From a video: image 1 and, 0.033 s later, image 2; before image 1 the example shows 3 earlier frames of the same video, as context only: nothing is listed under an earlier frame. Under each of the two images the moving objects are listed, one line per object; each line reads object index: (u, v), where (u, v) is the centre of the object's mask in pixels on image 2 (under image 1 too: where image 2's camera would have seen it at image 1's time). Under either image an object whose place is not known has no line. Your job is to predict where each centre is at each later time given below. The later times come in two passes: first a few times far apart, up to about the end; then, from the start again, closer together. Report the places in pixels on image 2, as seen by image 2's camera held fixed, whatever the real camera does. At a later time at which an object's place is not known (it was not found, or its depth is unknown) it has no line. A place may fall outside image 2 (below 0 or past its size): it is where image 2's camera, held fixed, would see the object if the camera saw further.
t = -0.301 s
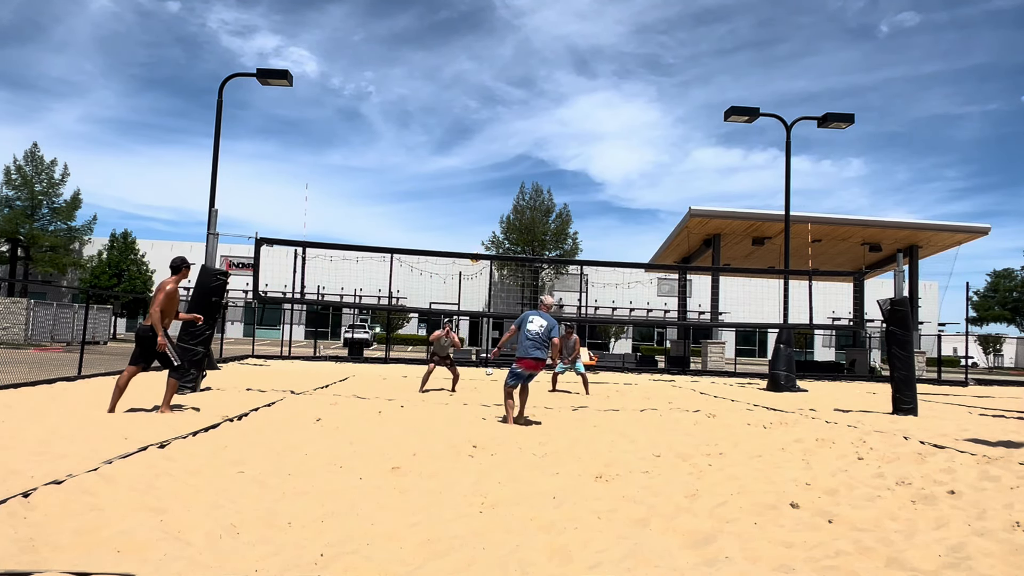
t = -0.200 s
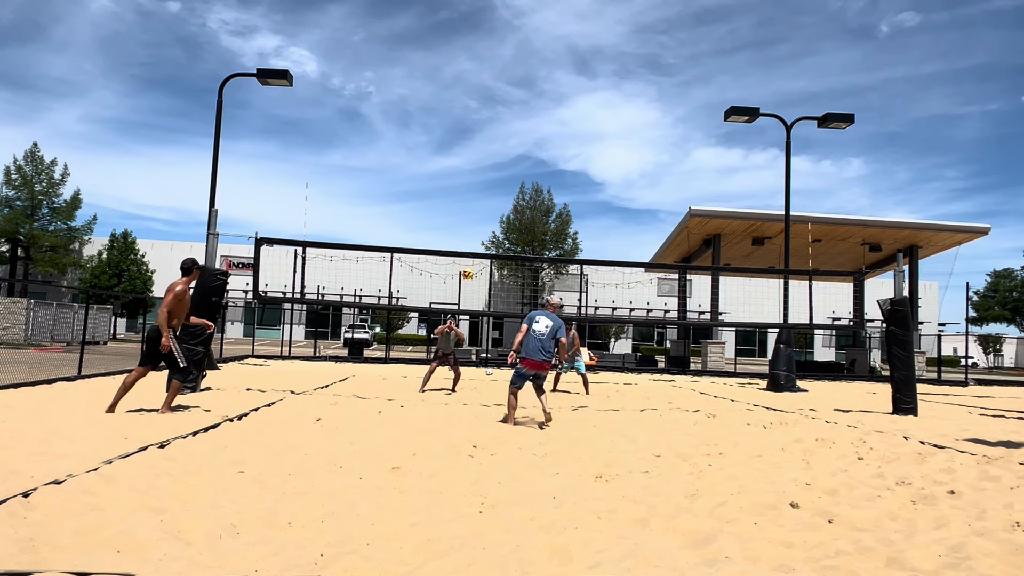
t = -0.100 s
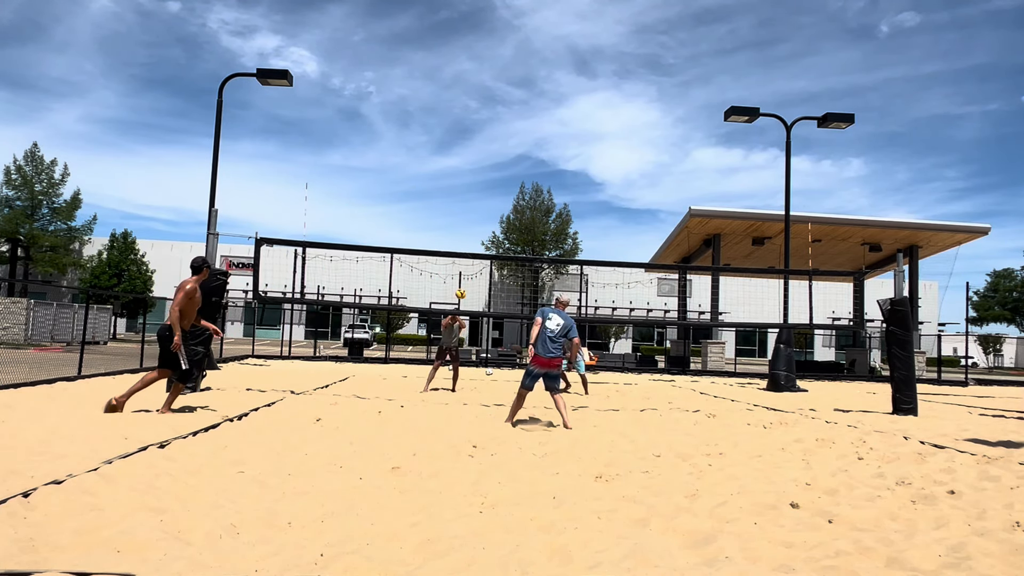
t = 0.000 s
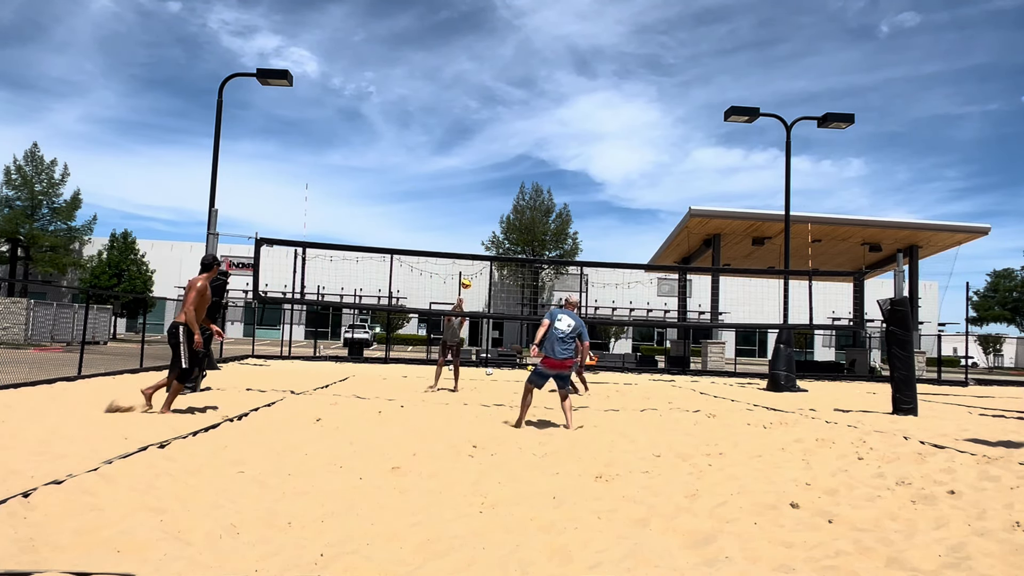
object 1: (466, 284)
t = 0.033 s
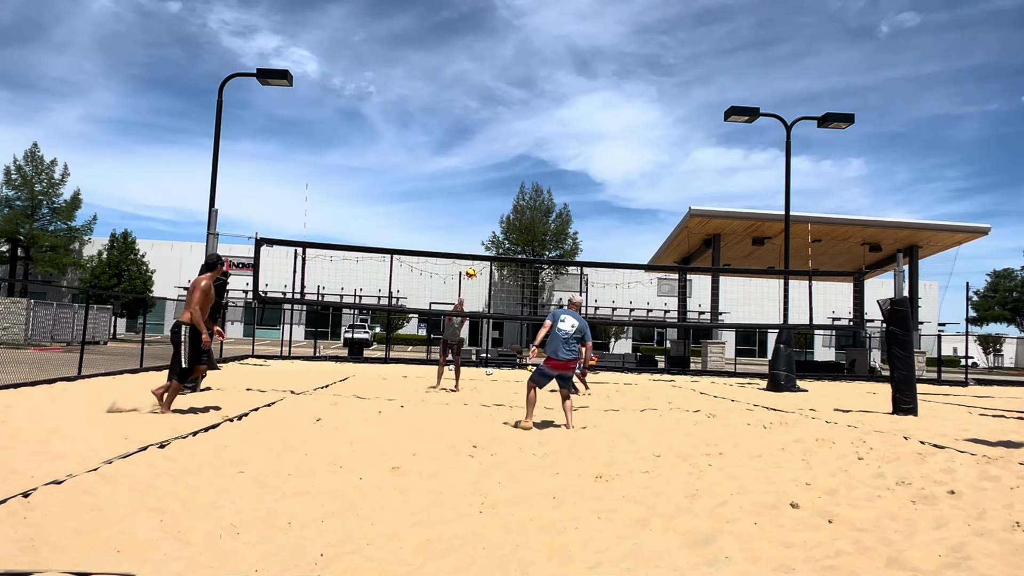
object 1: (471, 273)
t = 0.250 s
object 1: (505, 208)
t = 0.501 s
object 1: (548, 155)
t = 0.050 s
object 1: (473, 267)
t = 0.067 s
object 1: (475, 263)
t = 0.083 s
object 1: (479, 253)
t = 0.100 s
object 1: (481, 251)
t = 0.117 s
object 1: (484, 246)
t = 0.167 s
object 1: (491, 231)
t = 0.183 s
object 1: (494, 226)
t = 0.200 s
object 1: (497, 221)
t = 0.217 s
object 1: (499, 217)
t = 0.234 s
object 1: (502, 213)
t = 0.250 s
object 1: (505, 208)
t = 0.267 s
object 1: (507, 204)
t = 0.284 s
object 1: (510, 200)
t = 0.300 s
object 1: (513, 195)
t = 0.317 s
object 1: (516, 192)
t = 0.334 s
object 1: (519, 188)
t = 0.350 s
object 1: (522, 184)
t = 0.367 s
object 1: (524, 180)
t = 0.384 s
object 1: (527, 176)
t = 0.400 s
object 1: (530, 173)
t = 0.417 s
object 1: (533, 170)
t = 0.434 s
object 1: (536, 166)
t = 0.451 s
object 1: (539, 163)
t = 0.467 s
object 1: (542, 161)
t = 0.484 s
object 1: (545, 158)
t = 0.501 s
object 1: (548, 155)
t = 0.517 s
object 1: (552, 153)
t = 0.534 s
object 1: (555, 150)
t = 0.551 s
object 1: (558, 148)
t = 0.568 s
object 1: (561, 146)
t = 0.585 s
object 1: (565, 144)
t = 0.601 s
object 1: (568, 142)
